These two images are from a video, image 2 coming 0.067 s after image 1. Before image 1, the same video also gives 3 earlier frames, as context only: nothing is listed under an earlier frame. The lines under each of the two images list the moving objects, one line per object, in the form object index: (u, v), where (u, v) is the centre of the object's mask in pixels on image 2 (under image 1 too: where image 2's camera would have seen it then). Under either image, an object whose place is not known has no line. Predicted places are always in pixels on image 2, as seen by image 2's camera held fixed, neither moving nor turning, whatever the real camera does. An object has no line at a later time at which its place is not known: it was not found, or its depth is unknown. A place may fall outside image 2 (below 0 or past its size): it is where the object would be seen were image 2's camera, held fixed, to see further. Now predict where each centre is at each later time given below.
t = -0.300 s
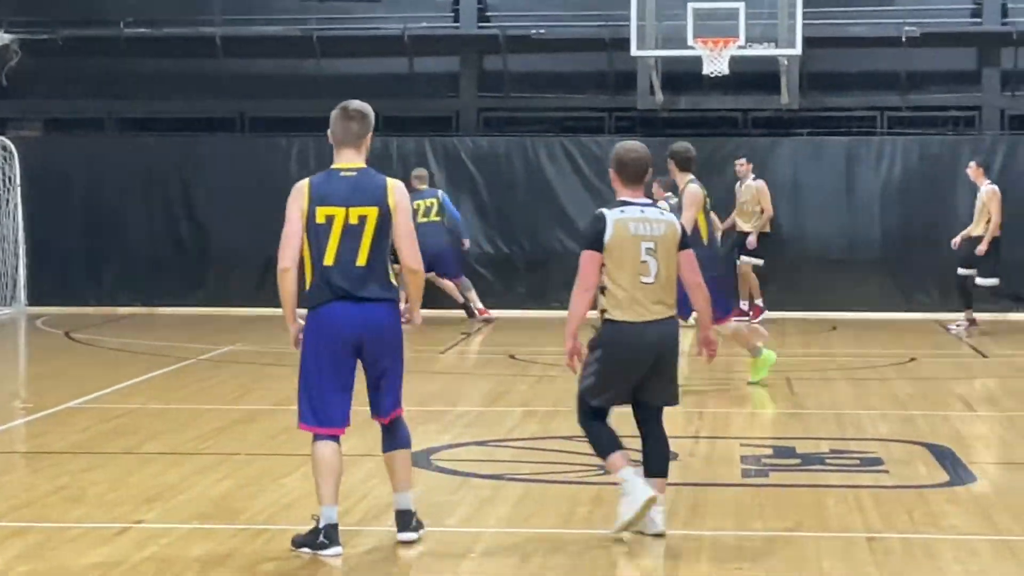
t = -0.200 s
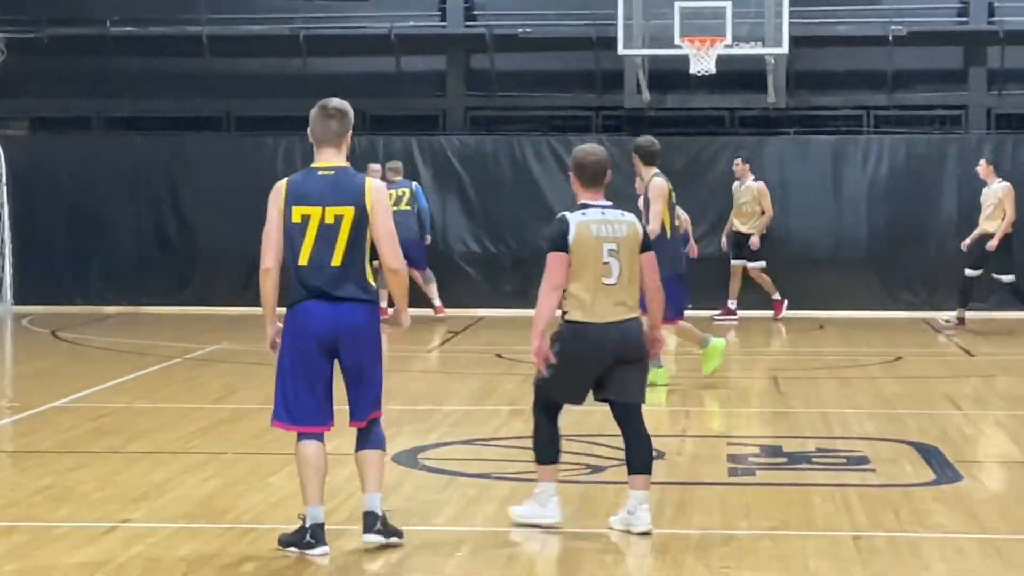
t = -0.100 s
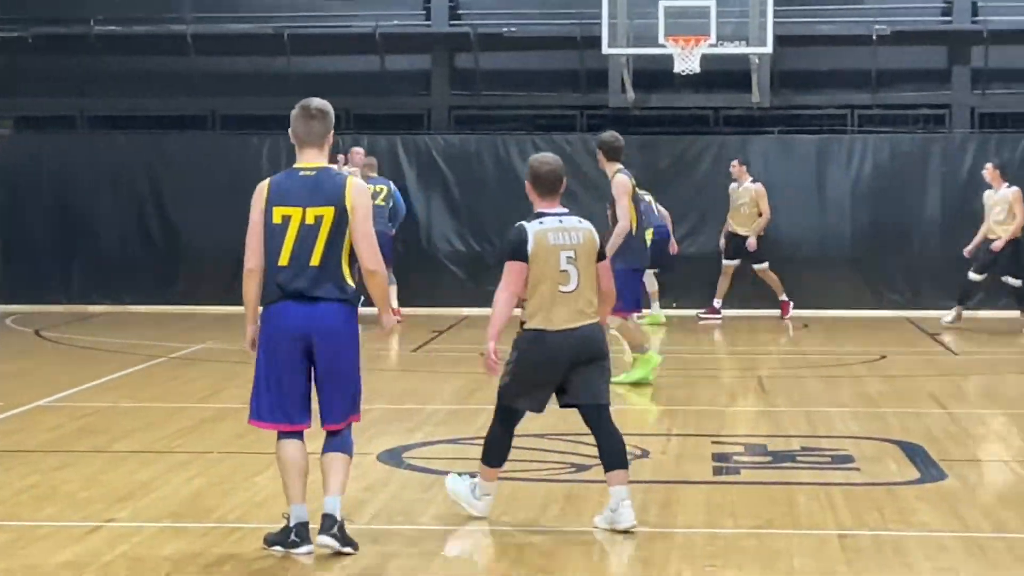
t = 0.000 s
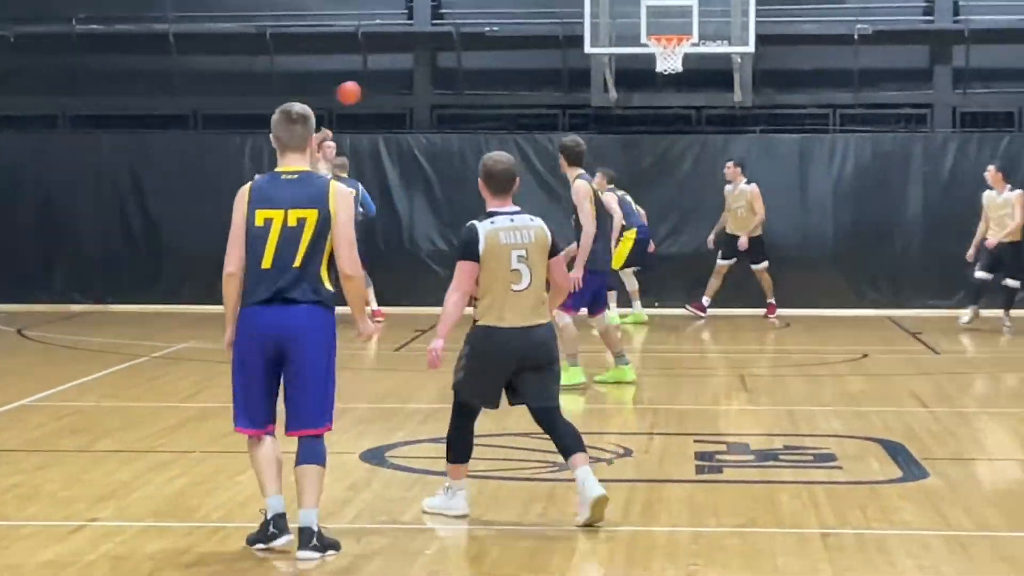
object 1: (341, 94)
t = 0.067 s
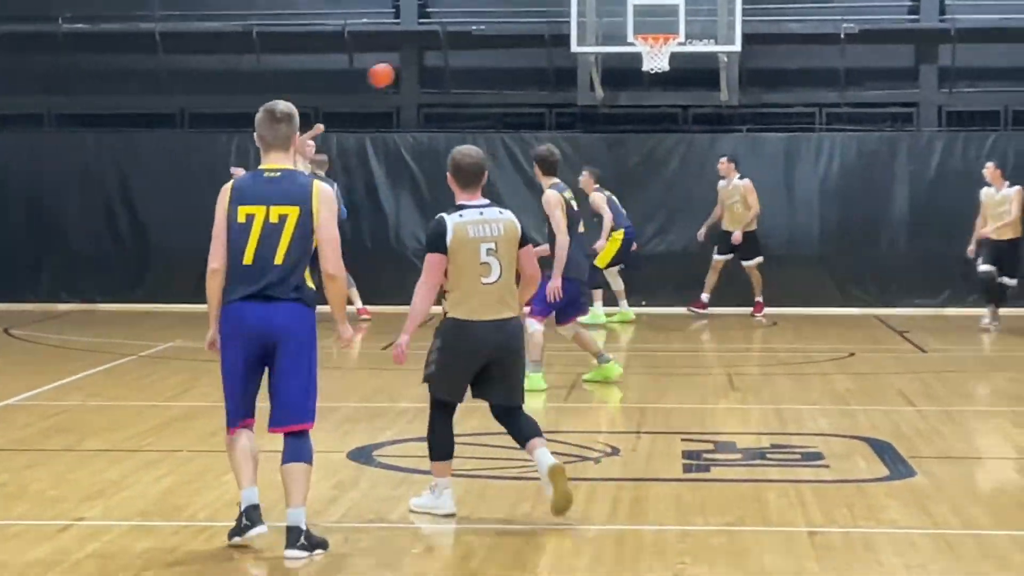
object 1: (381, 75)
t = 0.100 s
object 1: (402, 70)
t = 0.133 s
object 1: (422, 61)
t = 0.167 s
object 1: (445, 56)
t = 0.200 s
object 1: (466, 53)
